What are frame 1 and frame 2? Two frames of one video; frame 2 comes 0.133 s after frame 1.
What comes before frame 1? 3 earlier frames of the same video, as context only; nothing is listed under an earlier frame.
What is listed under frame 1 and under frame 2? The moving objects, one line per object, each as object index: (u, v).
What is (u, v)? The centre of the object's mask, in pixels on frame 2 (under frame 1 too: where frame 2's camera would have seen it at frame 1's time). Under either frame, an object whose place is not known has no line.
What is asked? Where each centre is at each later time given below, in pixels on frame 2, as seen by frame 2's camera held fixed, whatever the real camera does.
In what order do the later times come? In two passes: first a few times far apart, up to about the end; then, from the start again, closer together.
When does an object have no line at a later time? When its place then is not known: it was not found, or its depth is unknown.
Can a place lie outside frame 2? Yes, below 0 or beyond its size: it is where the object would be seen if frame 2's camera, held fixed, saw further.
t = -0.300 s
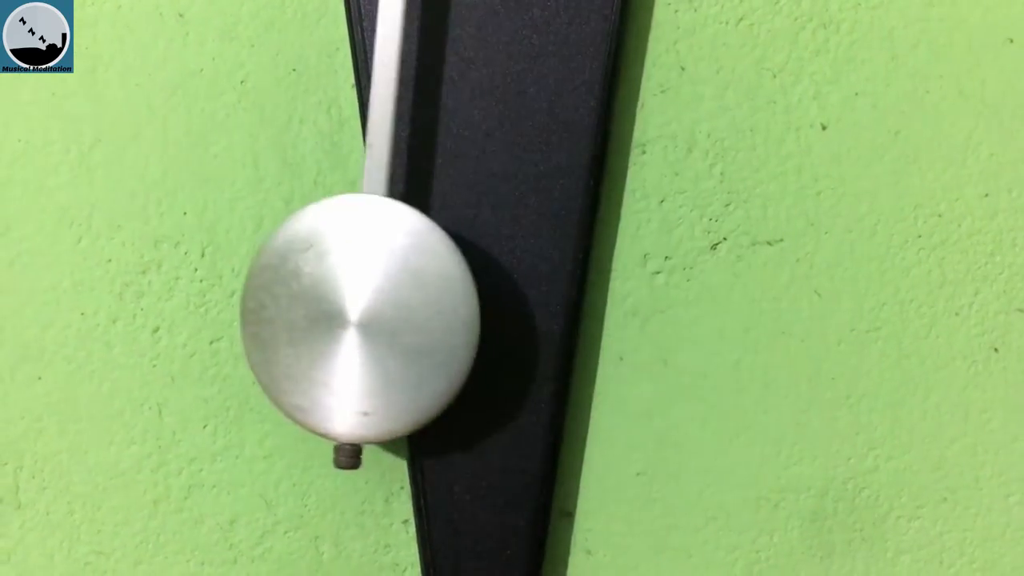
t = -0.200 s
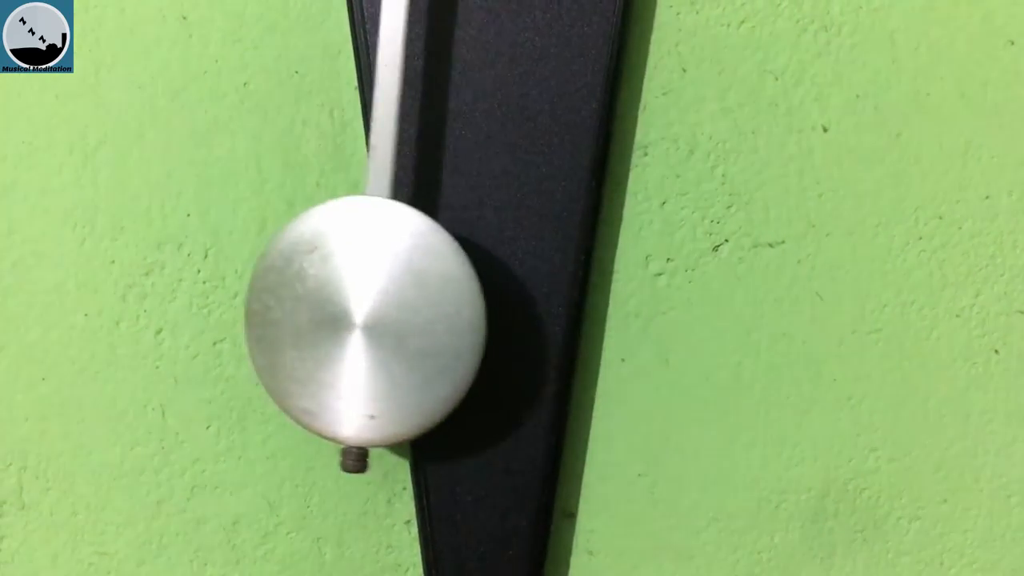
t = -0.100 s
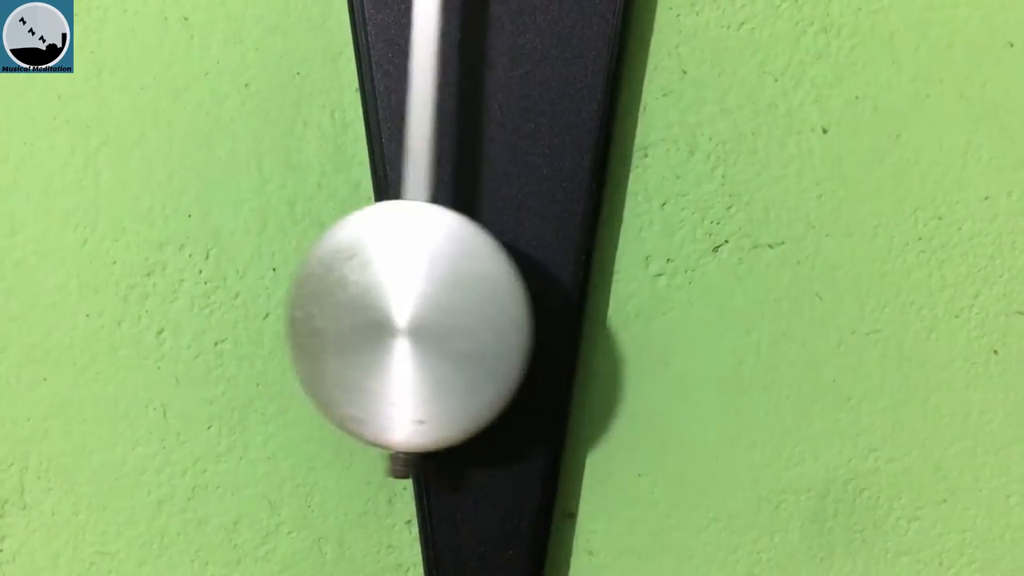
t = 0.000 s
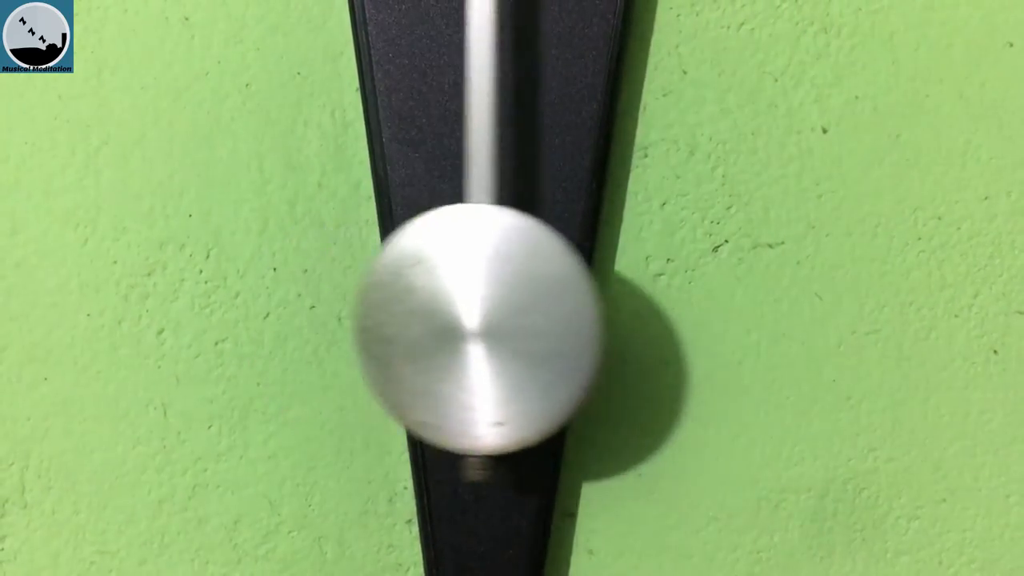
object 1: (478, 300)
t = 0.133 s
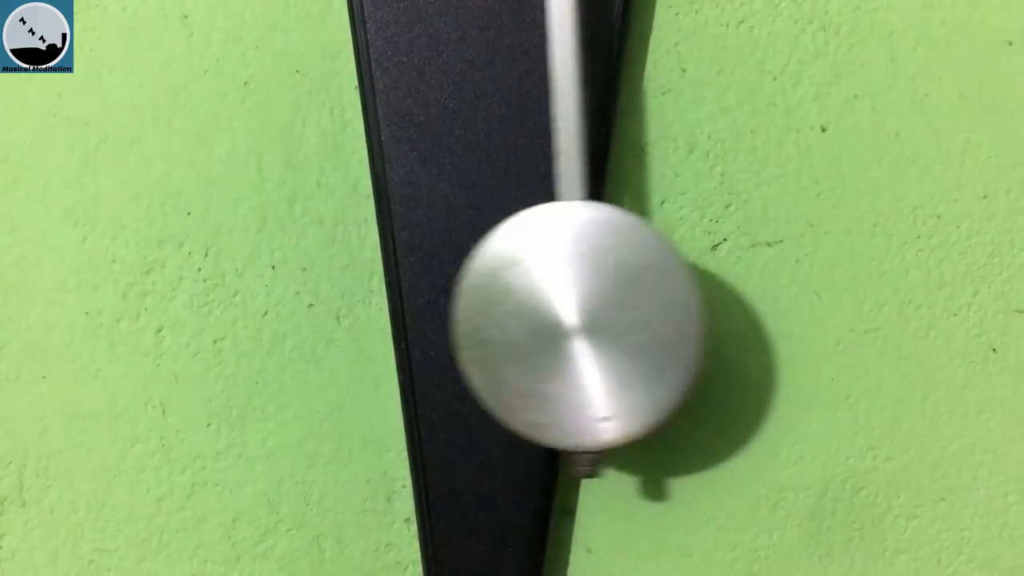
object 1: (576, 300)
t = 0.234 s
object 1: (630, 299)
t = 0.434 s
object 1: (625, 299)
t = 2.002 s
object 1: (381, 300)
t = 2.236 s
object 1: (408, 302)
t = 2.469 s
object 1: (566, 301)
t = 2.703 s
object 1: (643, 299)
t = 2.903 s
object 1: (556, 299)
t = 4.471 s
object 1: (379, 300)
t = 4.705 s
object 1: (488, 296)
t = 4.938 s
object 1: (618, 298)
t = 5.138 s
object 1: (612, 300)
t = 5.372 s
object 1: (473, 299)
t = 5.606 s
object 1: (376, 301)
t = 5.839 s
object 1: (457, 301)
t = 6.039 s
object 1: (584, 301)
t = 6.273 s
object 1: (624, 302)
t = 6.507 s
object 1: (503, 301)
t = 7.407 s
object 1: (632, 300)
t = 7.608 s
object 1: (552, 300)
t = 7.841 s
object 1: (410, 300)
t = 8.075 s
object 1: (395, 301)
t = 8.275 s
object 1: (510, 301)
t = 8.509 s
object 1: (629, 298)
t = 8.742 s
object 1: (578, 301)
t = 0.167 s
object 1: (597, 300)
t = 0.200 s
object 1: (615, 299)
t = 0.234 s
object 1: (630, 299)
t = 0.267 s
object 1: (641, 299)
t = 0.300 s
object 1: (647, 299)
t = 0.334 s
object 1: (648, 299)
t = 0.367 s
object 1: (645, 298)
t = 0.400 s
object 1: (637, 299)
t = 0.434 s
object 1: (625, 299)
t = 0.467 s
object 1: (609, 299)
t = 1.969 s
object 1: (394, 299)
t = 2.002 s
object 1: (381, 300)
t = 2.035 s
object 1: (372, 300)
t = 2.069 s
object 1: (367, 301)
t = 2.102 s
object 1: (367, 301)
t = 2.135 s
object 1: (371, 301)
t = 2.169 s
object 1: (379, 301)
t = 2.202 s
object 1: (391, 301)
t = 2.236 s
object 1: (408, 302)
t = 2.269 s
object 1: (427, 302)
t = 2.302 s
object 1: (448, 302)
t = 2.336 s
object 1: (471, 303)
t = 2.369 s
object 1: (495, 301)
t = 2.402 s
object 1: (519, 302)
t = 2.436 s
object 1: (543, 301)
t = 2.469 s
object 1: (566, 301)
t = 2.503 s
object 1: (588, 301)
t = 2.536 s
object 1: (606, 301)
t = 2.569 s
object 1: (622, 300)
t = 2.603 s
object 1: (634, 300)
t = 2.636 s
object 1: (641, 300)
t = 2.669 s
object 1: (644, 300)
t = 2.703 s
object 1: (643, 299)
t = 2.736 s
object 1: (637, 299)
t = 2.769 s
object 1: (627, 299)
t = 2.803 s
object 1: (613, 298)
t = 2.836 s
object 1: (596, 299)
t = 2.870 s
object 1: (577, 299)
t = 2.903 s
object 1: (556, 299)
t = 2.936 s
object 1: (533, 299)
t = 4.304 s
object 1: (412, 297)
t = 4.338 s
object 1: (397, 297)
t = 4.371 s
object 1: (387, 298)
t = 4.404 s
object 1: (380, 299)
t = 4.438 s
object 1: (378, 299)
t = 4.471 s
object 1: (379, 300)
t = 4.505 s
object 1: (386, 300)
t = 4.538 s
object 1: (396, 299)
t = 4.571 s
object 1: (410, 300)
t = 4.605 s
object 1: (427, 298)
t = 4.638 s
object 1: (446, 298)
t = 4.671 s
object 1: (466, 295)
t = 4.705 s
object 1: (488, 296)
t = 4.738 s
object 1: (510, 297)
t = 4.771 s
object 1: (531, 298)
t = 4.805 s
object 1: (552, 298)
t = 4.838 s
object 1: (572, 298)
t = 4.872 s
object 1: (590, 298)
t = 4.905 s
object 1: (606, 298)
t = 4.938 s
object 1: (618, 298)
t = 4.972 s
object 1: (627, 299)
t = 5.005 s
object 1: (631, 299)
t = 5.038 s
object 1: (632, 298)
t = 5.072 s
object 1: (630, 299)
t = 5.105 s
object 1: (622, 299)
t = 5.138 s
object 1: (612, 300)
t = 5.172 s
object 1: (597, 300)
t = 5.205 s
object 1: (580, 299)
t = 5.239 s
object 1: (561, 300)
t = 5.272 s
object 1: (539, 301)
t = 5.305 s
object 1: (517, 300)
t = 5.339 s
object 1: (495, 300)
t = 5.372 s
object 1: (473, 299)
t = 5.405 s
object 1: (452, 300)
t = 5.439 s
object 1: (431, 300)
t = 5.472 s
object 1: (413, 301)
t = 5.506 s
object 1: (398, 301)
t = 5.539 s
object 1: (387, 301)
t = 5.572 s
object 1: (379, 301)
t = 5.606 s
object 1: (376, 301)
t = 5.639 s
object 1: (377, 301)
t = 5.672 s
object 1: (381, 301)
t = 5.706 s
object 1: (390, 301)
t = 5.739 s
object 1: (402, 302)
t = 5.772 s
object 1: (418, 302)
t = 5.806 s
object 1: (436, 302)
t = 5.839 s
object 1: (457, 301)
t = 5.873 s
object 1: (478, 301)
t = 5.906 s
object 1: (500, 301)
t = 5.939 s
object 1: (522, 301)
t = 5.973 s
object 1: (544, 301)
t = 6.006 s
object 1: (565, 301)
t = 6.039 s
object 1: (584, 301)
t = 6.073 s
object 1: (600, 301)
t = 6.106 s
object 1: (614, 300)
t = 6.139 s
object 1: (624, 301)
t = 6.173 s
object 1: (630, 301)
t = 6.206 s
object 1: (632, 302)
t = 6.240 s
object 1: (630, 302)
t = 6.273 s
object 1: (624, 302)
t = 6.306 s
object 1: (614, 302)
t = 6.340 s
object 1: (601, 302)
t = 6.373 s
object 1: (584, 301)
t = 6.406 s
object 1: (566, 301)
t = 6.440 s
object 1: (545, 301)
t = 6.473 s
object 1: (523, 302)
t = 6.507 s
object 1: (503, 301)
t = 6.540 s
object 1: (481, 300)
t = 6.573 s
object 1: (460, 300)
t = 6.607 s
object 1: (441, 299)
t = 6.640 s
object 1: (423, 297)
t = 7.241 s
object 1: (597, 302)
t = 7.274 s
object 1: (611, 302)
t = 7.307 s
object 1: (622, 301)
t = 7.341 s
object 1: (630, 301)
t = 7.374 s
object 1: (633, 300)
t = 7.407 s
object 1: (632, 300)
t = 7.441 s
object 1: (627, 300)
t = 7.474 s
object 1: (618, 300)
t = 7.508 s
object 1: (606, 299)
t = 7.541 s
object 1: (591, 299)
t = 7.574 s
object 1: (573, 300)
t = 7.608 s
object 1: (552, 300)
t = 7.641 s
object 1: (531, 300)
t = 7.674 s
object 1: (510, 299)
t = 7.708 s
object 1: (488, 299)
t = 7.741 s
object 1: (466, 299)
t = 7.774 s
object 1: (446, 299)
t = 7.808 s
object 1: (427, 298)
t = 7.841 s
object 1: (410, 300)
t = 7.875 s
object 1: (395, 300)
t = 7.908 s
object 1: (385, 301)
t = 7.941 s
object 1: (379, 301)
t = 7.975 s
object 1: (377, 301)
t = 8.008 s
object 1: (379, 301)
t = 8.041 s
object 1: (385, 301)
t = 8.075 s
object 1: (395, 301)
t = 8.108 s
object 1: (409, 301)
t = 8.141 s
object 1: (425, 301)
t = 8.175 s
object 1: (445, 300)
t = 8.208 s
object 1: (466, 301)
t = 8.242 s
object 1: (488, 299)
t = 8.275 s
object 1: (510, 301)
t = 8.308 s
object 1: (532, 300)
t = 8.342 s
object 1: (554, 299)
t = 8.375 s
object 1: (574, 298)
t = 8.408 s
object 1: (592, 299)
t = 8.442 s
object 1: (608, 298)
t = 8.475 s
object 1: (620, 298)
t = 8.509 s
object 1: (629, 298)
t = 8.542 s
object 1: (633, 298)
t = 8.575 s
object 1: (633, 299)
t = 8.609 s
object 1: (630, 300)
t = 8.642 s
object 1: (622, 300)
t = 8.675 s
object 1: (611, 300)
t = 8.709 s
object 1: (596, 301)
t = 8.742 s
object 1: (578, 301)
